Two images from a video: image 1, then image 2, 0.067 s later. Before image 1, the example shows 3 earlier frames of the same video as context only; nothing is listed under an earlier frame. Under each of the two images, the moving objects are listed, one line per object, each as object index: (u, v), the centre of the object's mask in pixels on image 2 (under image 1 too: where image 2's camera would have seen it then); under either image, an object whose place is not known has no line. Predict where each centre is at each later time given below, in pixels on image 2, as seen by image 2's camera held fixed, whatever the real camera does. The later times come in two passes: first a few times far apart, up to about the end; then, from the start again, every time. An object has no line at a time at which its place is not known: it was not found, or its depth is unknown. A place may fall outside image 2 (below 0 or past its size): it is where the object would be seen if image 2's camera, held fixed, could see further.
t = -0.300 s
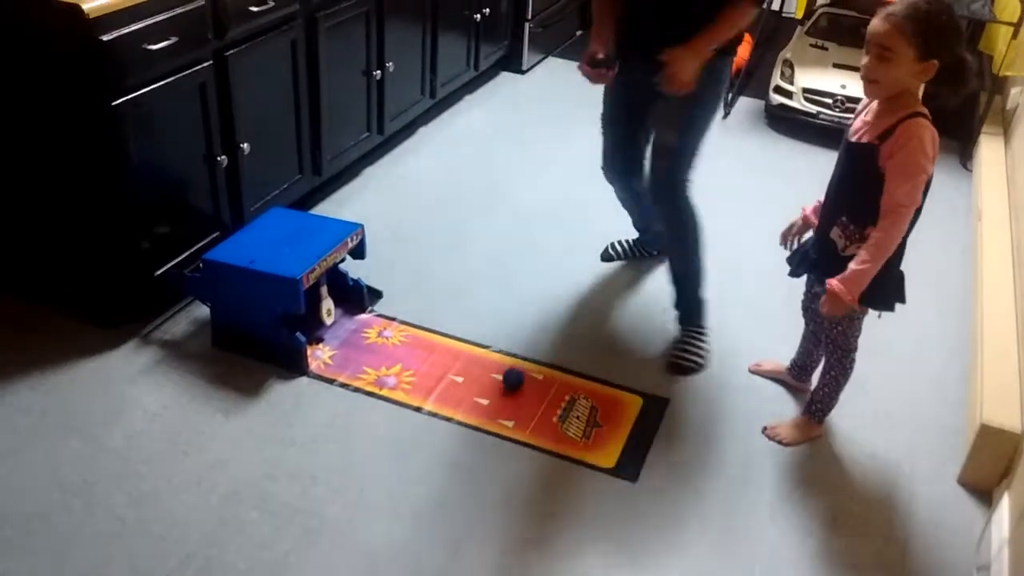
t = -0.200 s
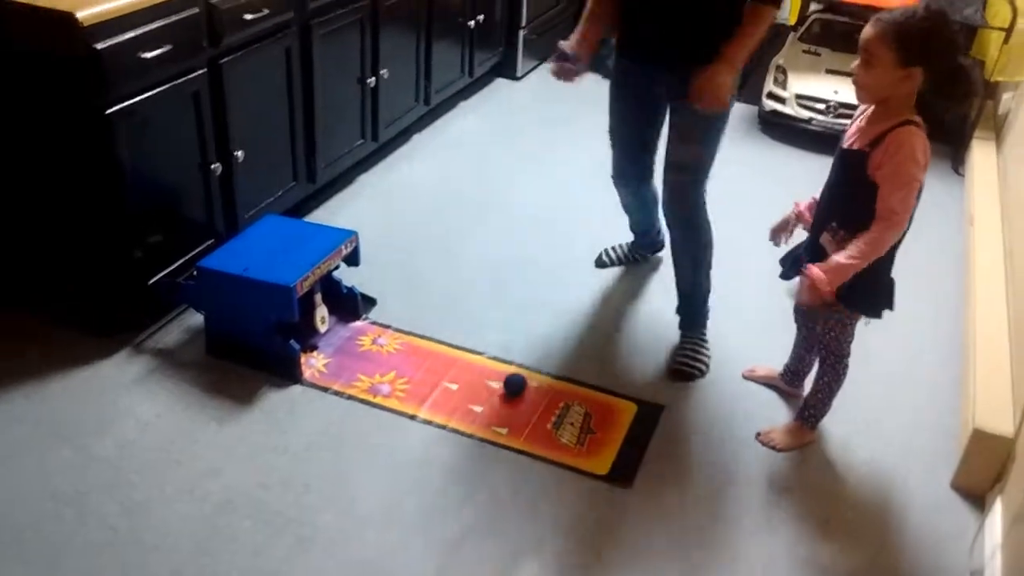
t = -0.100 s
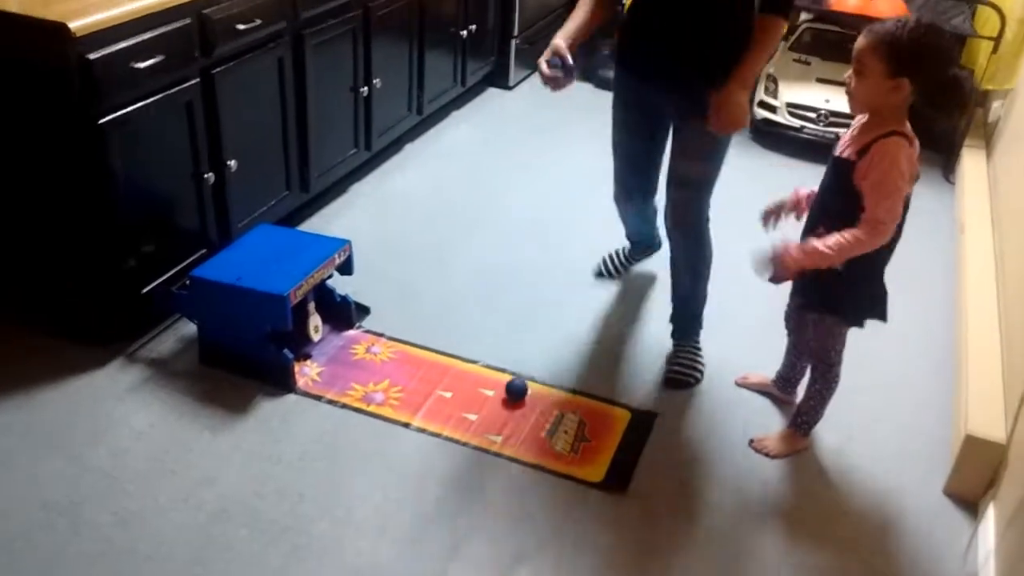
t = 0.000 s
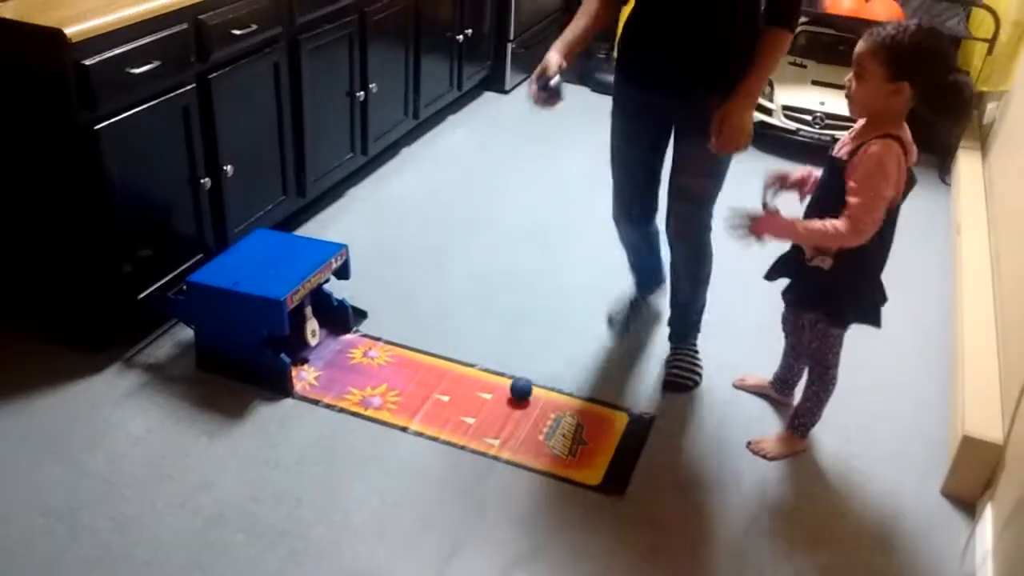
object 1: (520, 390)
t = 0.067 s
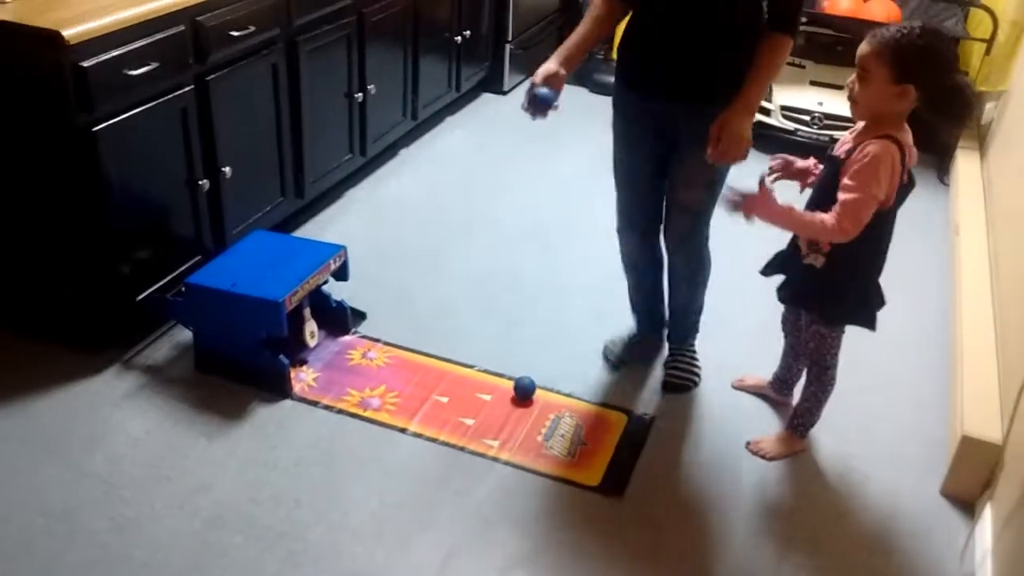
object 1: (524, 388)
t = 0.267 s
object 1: (535, 384)
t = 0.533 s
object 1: (546, 374)
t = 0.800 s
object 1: (556, 361)
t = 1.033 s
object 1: (563, 349)
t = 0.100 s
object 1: (526, 387)
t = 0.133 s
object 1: (528, 386)
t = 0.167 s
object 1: (530, 385)
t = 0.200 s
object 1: (532, 385)
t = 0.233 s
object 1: (533, 385)
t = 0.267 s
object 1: (535, 384)
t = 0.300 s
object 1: (536, 383)
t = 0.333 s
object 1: (538, 381)
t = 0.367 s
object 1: (539, 380)
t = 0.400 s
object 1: (541, 379)
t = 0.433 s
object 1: (543, 378)
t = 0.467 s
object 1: (544, 376)
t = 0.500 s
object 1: (545, 375)
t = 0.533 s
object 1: (546, 374)
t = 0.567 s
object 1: (547, 373)
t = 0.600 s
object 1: (549, 371)
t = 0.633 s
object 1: (550, 369)
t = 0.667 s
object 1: (551, 368)
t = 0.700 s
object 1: (552, 366)
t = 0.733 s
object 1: (554, 365)
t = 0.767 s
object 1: (555, 363)
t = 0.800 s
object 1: (556, 361)
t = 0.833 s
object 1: (557, 359)
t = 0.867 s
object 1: (558, 358)
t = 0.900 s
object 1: (559, 356)
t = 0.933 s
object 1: (561, 354)
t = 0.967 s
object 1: (562, 352)
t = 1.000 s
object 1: (563, 351)
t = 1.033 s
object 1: (563, 349)
